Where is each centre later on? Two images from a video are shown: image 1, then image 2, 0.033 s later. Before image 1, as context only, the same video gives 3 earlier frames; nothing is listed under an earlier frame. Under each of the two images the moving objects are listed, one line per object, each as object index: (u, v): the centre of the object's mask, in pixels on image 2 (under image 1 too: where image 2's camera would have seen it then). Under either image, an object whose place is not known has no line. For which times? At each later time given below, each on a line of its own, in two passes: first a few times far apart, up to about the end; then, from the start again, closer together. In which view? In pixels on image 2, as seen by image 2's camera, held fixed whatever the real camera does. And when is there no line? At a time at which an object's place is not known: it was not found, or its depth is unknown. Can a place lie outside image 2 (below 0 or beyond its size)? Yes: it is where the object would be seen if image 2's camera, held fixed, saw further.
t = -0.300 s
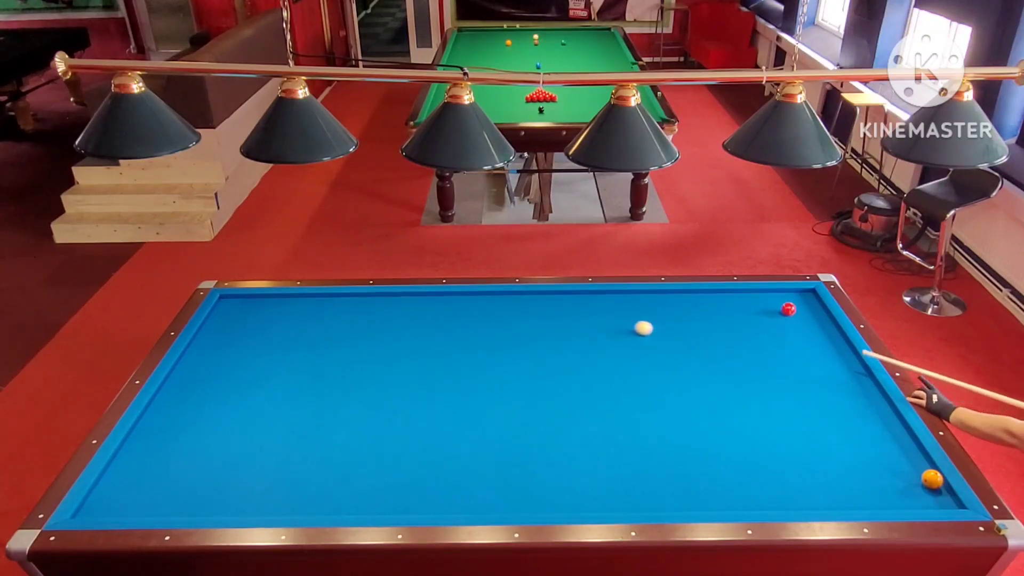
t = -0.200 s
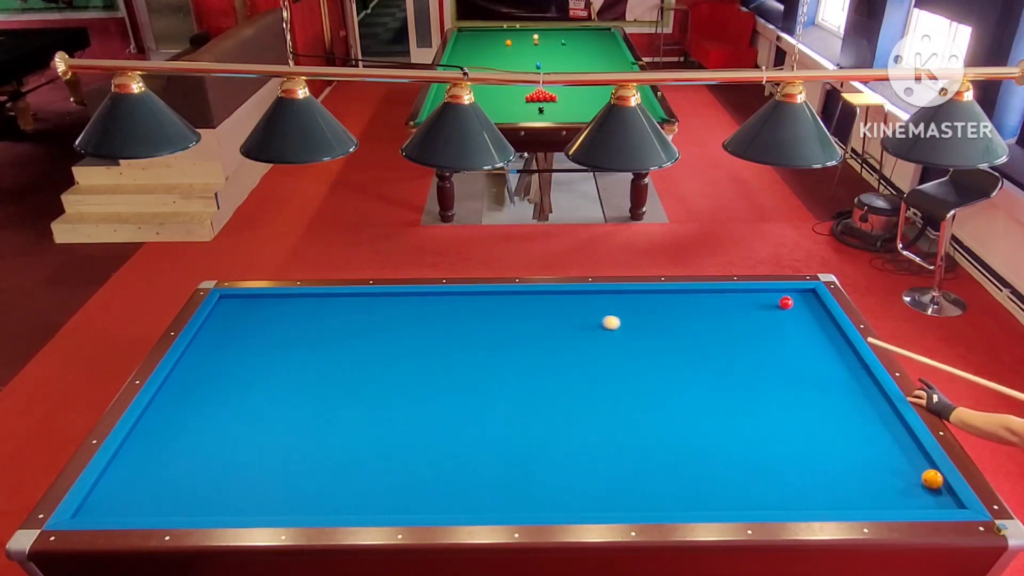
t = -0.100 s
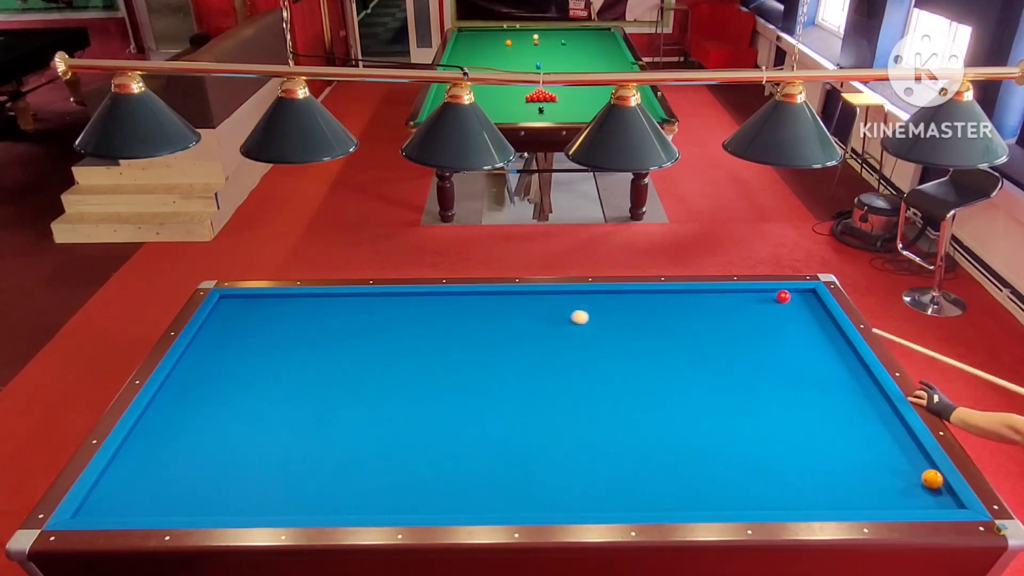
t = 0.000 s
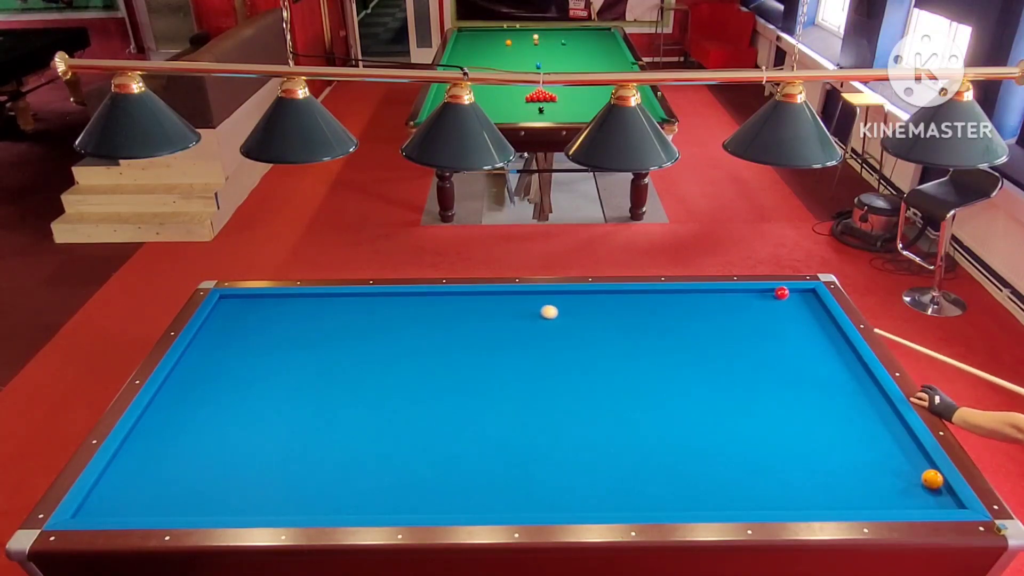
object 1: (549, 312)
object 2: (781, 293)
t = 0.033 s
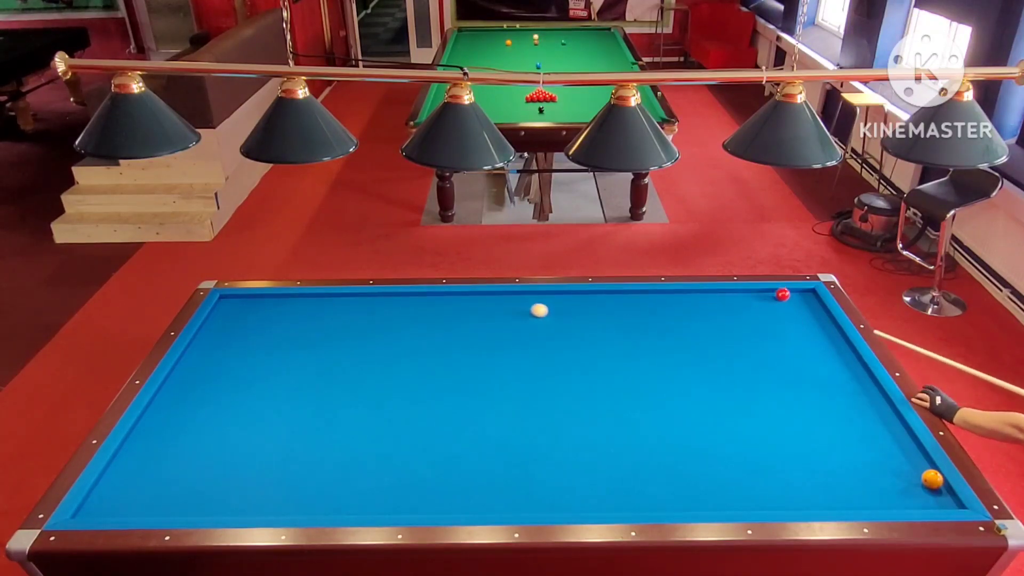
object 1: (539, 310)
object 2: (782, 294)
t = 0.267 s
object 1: (472, 298)
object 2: (787, 303)
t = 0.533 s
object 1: (403, 301)
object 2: (793, 312)
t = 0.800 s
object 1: (335, 308)
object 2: (798, 321)
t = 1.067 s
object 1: (266, 316)
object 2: (804, 331)
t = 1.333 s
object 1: (214, 324)
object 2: (810, 340)
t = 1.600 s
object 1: (252, 332)
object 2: (816, 350)
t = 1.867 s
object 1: (286, 339)
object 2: (822, 359)
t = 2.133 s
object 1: (320, 347)
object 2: (828, 369)
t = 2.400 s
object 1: (355, 355)
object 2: (834, 378)
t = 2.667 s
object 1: (390, 364)
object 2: (840, 387)
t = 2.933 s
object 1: (425, 372)
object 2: (846, 396)
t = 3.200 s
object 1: (462, 380)
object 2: (852, 404)
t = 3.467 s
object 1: (498, 389)
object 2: (858, 413)
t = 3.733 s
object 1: (536, 397)
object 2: (863, 421)
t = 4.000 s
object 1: (573, 406)
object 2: (869, 429)
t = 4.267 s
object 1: (611, 414)
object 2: (874, 436)
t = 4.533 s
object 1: (649, 423)
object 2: (879, 443)
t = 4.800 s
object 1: (687, 432)
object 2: (884, 450)
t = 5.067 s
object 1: (725, 441)
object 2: (888, 456)
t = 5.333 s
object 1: (764, 449)
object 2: (892, 461)
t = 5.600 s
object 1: (803, 458)
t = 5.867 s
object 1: (842, 467)
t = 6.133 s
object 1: (881, 476)
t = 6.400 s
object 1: (901, 488)
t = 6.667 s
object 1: (918, 498)
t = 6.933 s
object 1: (926, 500)
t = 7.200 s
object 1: (928, 495)
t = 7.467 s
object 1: (929, 491)
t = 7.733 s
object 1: (928, 490)
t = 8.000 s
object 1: (928, 490)
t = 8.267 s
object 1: (928, 490)
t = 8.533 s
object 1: (928, 490)
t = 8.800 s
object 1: (928, 490)
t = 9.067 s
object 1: (928, 490)
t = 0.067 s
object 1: (529, 308)
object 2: (783, 296)
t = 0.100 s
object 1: (519, 307)
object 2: (784, 297)
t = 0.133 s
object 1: (509, 305)
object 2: (785, 298)
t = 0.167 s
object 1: (500, 304)
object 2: (785, 299)
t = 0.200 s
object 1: (491, 302)
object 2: (786, 301)
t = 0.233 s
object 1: (481, 300)
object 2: (787, 302)
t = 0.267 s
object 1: (472, 298)
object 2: (787, 303)
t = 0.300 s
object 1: (462, 297)
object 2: (788, 304)
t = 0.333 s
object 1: (453, 295)
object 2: (789, 305)
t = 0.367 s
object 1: (445, 296)
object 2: (790, 306)
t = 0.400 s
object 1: (436, 297)
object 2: (790, 307)
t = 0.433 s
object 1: (428, 298)
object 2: (791, 309)
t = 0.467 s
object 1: (419, 299)
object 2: (791, 310)
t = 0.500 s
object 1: (411, 300)
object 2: (792, 311)
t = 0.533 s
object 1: (403, 301)
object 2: (793, 312)
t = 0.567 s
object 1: (394, 302)
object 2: (794, 313)
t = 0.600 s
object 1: (386, 303)
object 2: (794, 314)
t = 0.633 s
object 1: (377, 304)
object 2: (795, 316)
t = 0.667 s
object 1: (369, 305)
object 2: (796, 317)
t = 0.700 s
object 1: (360, 305)
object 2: (796, 318)
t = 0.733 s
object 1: (352, 306)
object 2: (797, 319)
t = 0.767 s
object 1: (343, 307)
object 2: (798, 320)
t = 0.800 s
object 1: (335, 308)
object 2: (798, 321)
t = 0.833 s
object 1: (326, 309)
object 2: (799, 323)
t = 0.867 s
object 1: (318, 310)
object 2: (800, 324)
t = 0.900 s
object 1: (309, 311)
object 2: (801, 325)
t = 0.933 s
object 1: (300, 312)
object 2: (801, 326)
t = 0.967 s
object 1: (292, 313)
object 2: (802, 327)
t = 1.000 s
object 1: (283, 314)
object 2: (803, 329)
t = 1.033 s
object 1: (274, 315)
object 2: (803, 330)
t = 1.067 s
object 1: (266, 316)
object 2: (804, 331)
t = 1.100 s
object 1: (257, 317)
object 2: (805, 332)
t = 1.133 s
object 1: (248, 318)
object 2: (805, 333)
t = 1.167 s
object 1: (240, 319)
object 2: (806, 334)
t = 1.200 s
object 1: (231, 320)
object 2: (807, 336)
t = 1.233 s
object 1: (222, 321)
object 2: (808, 337)
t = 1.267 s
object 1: (213, 322)
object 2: (808, 338)
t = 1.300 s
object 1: (208, 323)
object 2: (809, 339)
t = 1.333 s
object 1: (214, 324)
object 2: (810, 340)
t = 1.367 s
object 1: (220, 325)
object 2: (810, 342)
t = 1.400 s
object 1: (225, 326)
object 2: (811, 343)
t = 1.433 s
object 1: (230, 327)
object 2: (812, 344)
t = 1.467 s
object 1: (235, 328)
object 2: (813, 345)
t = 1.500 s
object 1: (239, 329)
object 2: (813, 346)
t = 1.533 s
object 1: (243, 330)
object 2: (814, 347)
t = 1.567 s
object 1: (248, 331)
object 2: (815, 349)
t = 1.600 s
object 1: (252, 332)
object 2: (816, 350)
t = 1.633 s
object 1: (256, 333)
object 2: (816, 351)
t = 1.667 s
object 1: (260, 334)
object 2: (817, 352)
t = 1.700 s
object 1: (264, 335)
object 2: (818, 353)
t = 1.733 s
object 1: (269, 336)
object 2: (819, 354)
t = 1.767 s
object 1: (273, 337)
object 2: (819, 356)
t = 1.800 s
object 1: (277, 337)
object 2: (820, 357)
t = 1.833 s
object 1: (281, 338)
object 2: (821, 358)
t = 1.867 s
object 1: (286, 339)
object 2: (822, 359)
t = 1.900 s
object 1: (290, 340)
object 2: (822, 360)
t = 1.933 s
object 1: (294, 341)
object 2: (823, 362)
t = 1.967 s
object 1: (298, 342)
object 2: (824, 363)
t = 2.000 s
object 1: (303, 343)
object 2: (825, 364)
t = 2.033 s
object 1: (307, 344)
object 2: (825, 365)
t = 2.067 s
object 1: (311, 345)
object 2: (826, 366)
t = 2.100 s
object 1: (316, 346)
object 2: (827, 367)
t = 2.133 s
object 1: (320, 347)
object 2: (828, 369)
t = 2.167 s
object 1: (324, 348)
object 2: (829, 370)
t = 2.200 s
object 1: (329, 349)
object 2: (829, 371)
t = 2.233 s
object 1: (333, 350)
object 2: (830, 372)
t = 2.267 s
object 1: (337, 351)
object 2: (831, 373)
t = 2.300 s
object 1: (342, 352)
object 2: (832, 374)
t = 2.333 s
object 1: (346, 353)
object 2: (832, 376)
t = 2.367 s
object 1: (350, 354)
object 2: (833, 377)
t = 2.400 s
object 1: (355, 355)
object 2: (834, 378)
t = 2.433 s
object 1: (359, 356)
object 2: (835, 379)
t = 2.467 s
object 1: (364, 357)
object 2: (836, 380)
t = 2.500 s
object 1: (368, 358)
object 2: (836, 381)
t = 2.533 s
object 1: (372, 359)
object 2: (837, 382)
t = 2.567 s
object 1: (376, 360)
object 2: (838, 384)
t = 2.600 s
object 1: (381, 362)
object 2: (839, 385)
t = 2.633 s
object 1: (385, 362)
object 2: (839, 386)
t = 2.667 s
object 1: (390, 364)
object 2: (840, 387)
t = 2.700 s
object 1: (394, 364)
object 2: (841, 388)
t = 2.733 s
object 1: (399, 366)
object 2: (841, 389)
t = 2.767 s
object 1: (403, 367)
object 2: (842, 390)
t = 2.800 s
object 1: (408, 368)
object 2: (843, 391)
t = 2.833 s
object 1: (412, 369)
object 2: (844, 392)
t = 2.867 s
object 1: (417, 370)
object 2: (845, 394)
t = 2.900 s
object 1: (421, 371)
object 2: (845, 395)
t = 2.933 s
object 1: (425, 372)
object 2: (846, 396)
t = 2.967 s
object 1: (430, 373)
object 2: (847, 397)
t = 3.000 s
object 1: (435, 374)
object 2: (847, 398)
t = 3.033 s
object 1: (439, 375)
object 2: (848, 399)
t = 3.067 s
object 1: (444, 376)
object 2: (849, 400)
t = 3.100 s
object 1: (448, 377)
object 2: (849, 401)
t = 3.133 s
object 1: (453, 378)
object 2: (850, 402)
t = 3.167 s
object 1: (457, 379)
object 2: (851, 403)
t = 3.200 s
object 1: (462, 380)
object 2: (852, 404)
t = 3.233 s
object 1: (466, 381)
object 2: (853, 405)
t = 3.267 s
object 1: (471, 382)
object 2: (853, 407)
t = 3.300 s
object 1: (476, 383)
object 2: (854, 408)
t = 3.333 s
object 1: (480, 385)
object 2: (855, 409)
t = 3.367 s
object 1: (485, 385)
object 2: (855, 410)
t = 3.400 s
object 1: (489, 386)
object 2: (856, 411)
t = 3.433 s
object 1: (494, 388)
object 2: (857, 412)
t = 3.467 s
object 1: (498, 389)
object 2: (858, 413)
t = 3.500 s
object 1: (503, 390)
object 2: (858, 414)
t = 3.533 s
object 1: (508, 391)
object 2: (859, 415)
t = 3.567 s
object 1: (512, 392)
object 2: (860, 416)
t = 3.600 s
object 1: (517, 393)
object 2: (860, 417)
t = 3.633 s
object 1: (522, 394)
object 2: (861, 418)
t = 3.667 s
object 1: (526, 395)
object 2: (862, 419)
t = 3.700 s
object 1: (531, 396)
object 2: (863, 420)
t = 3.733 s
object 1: (536, 397)
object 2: (863, 421)
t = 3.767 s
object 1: (540, 398)
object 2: (864, 422)
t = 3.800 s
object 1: (545, 399)
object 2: (865, 423)
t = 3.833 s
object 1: (550, 400)
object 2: (865, 424)
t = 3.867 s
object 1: (554, 401)
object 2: (866, 425)
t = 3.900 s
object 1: (559, 402)
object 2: (867, 426)
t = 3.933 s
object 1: (564, 404)
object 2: (867, 427)
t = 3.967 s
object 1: (568, 405)
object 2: (868, 428)
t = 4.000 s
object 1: (573, 406)
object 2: (869, 429)
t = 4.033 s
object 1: (578, 407)
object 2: (869, 430)
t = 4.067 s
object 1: (582, 408)
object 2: (870, 431)
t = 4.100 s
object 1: (587, 409)
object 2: (871, 432)
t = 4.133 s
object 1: (592, 410)
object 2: (871, 432)
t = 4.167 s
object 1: (596, 411)
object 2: (872, 433)
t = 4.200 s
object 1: (601, 412)
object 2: (873, 434)
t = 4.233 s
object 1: (606, 413)
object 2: (873, 435)
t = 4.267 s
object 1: (611, 414)
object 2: (874, 436)
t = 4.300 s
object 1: (616, 416)
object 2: (875, 437)
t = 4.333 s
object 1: (620, 417)
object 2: (875, 438)
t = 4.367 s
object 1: (625, 418)
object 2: (876, 439)
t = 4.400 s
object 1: (630, 419)
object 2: (877, 440)
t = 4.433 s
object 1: (635, 420)
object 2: (877, 441)
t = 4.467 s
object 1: (639, 421)
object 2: (878, 441)
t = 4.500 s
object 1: (644, 422)
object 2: (879, 442)
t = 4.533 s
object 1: (649, 423)
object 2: (879, 443)
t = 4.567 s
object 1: (654, 424)
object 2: (880, 444)
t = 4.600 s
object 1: (658, 425)
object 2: (880, 445)
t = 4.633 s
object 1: (663, 426)
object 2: (881, 446)
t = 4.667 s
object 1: (668, 427)
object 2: (881, 447)
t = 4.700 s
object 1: (673, 428)
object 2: (882, 447)
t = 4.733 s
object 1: (678, 430)
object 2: (882, 448)
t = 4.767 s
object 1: (682, 431)
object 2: (883, 449)
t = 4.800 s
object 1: (687, 432)
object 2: (884, 450)
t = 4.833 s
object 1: (692, 433)
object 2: (884, 451)
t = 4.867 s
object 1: (697, 434)
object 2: (885, 451)
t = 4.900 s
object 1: (702, 435)
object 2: (885, 452)
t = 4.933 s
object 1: (706, 436)
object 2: (886, 453)
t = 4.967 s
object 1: (711, 437)
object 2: (886, 454)
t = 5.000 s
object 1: (716, 438)
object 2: (887, 454)
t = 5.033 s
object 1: (721, 440)
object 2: (888, 455)
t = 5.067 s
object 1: (725, 441)
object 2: (888, 456)
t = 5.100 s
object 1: (730, 442)
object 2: (889, 456)
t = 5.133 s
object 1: (735, 443)
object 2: (889, 457)
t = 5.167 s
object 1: (740, 444)
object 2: (890, 458)
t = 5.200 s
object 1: (745, 445)
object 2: (890, 459)
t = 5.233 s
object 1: (750, 446)
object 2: (891, 459)
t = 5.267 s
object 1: (754, 447)
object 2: (891, 460)
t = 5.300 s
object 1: (759, 448)
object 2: (892, 461)
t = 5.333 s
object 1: (764, 449)
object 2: (892, 461)
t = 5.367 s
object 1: (769, 450)
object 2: (893, 462)
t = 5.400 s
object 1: (774, 451)
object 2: (893, 463)
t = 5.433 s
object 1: (779, 453)
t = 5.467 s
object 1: (783, 454)
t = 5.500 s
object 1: (788, 455)
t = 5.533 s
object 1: (793, 456)
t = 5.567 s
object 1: (798, 457)
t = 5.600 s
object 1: (803, 458)
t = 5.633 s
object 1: (808, 459)
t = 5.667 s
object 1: (813, 460)
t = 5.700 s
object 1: (818, 461)
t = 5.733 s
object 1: (822, 463)
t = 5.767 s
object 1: (827, 464)
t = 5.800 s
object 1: (832, 465)
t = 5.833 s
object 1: (837, 466)
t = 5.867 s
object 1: (842, 467)
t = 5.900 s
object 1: (847, 468)
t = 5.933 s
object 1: (852, 469)
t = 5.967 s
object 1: (857, 470)
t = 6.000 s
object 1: (862, 472)
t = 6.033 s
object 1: (867, 473)
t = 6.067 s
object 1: (872, 474)
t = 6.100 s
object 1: (876, 475)
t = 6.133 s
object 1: (881, 476)
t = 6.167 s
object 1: (886, 477)
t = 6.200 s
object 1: (888, 479)
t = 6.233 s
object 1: (891, 480)
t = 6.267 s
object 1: (893, 482)
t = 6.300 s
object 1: (894, 483)
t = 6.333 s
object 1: (896, 484)
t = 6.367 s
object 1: (899, 486)
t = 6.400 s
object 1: (901, 488)
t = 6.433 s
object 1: (903, 489)
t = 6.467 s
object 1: (905, 490)
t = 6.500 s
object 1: (907, 492)
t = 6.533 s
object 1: (909, 493)
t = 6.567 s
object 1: (912, 494)
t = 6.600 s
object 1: (914, 496)
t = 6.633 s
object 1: (916, 497)
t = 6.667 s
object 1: (918, 498)
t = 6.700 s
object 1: (920, 499)
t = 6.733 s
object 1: (922, 501)
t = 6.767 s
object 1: (924, 502)
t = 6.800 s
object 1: (926, 502)
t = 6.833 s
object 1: (926, 502)
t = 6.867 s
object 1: (926, 501)
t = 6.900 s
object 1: (926, 501)
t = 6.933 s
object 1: (926, 500)
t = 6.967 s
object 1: (927, 500)
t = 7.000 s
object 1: (927, 499)
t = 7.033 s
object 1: (927, 498)
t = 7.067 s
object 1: (927, 498)
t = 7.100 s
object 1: (927, 497)
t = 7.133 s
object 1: (928, 496)
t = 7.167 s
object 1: (928, 496)
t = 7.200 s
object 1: (928, 495)
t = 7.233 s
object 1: (928, 494)
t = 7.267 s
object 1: (928, 494)
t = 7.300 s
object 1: (928, 493)
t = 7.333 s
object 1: (929, 492)
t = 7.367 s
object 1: (929, 492)
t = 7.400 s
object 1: (929, 492)
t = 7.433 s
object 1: (929, 491)
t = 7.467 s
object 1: (929, 491)
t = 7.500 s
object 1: (929, 491)
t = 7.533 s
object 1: (928, 491)
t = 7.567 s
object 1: (928, 491)
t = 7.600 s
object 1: (928, 491)
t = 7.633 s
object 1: (928, 491)
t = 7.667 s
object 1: (928, 490)
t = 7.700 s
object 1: (928, 490)
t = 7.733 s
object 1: (928, 490)
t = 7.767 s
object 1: (928, 490)
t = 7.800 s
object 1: (928, 490)
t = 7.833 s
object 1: (928, 490)
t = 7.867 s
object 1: (928, 490)
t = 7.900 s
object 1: (928, 490)
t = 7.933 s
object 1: (928, 490)
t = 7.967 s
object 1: (928, 490)
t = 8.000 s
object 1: (928, 490)
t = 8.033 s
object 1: (928, 490)
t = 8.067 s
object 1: (928, 490)
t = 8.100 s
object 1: (928, 490)
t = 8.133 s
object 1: (928, 490)
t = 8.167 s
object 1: (928, 490)
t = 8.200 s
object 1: (928, 490)
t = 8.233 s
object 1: (928, 490)
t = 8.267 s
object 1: (928, 490)
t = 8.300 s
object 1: (928, 490)
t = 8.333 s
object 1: (928, 490)
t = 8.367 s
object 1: (928, 490)
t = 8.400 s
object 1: (928, 490)
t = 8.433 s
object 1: (928, 490)
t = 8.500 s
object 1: (928, 490)
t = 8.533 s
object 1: (928, 490)
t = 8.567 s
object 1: (928, 490)
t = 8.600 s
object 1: (928, 490)
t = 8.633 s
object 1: (928, 490)
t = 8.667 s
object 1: (928, 490)
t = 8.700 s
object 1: (928, 490)
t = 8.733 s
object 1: (928, 490)
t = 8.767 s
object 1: (928, 490)
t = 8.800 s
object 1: (928, 490)
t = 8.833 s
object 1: (928, 490)
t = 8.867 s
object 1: (928, 490)
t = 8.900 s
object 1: (928, 490)
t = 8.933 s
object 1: (928, 490)
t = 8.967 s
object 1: (928, 490)
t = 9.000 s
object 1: (928, 490)
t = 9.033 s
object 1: (928, 490)
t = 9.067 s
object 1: (928, 490)
